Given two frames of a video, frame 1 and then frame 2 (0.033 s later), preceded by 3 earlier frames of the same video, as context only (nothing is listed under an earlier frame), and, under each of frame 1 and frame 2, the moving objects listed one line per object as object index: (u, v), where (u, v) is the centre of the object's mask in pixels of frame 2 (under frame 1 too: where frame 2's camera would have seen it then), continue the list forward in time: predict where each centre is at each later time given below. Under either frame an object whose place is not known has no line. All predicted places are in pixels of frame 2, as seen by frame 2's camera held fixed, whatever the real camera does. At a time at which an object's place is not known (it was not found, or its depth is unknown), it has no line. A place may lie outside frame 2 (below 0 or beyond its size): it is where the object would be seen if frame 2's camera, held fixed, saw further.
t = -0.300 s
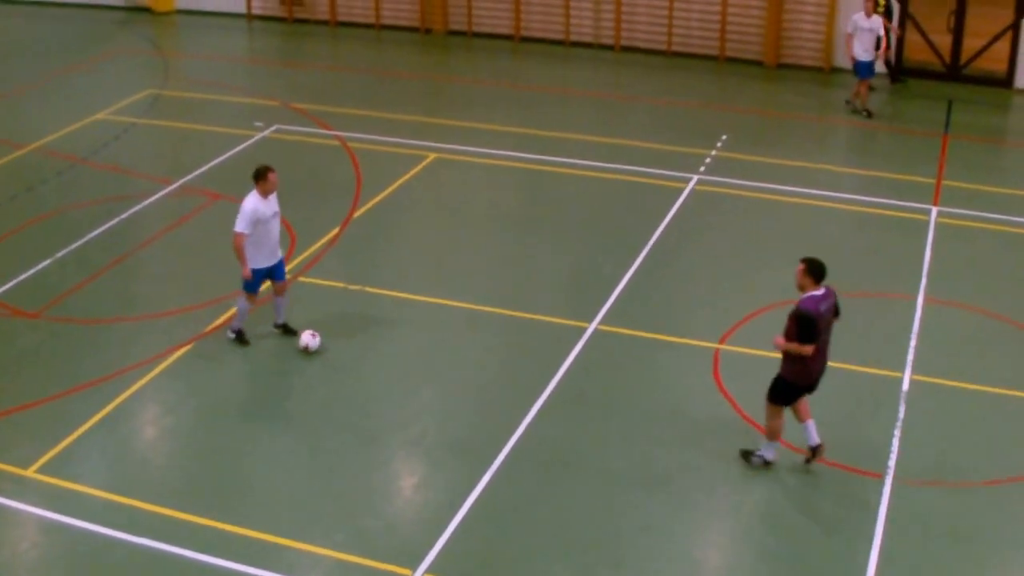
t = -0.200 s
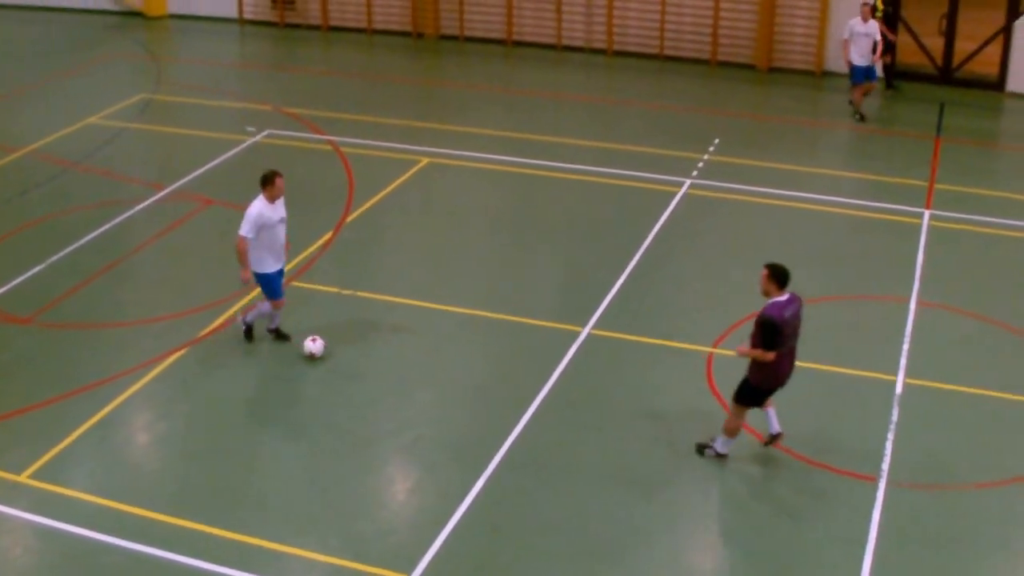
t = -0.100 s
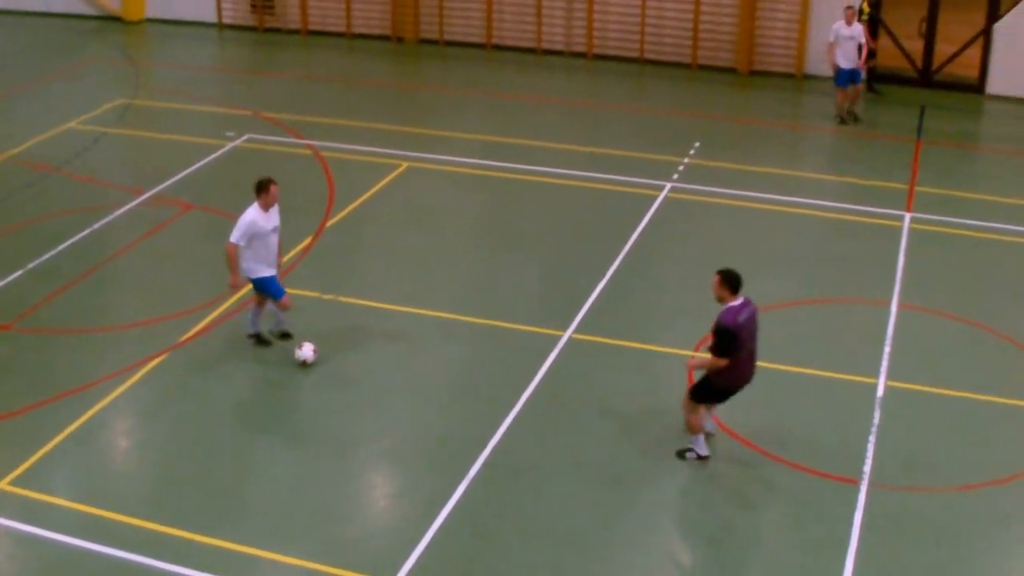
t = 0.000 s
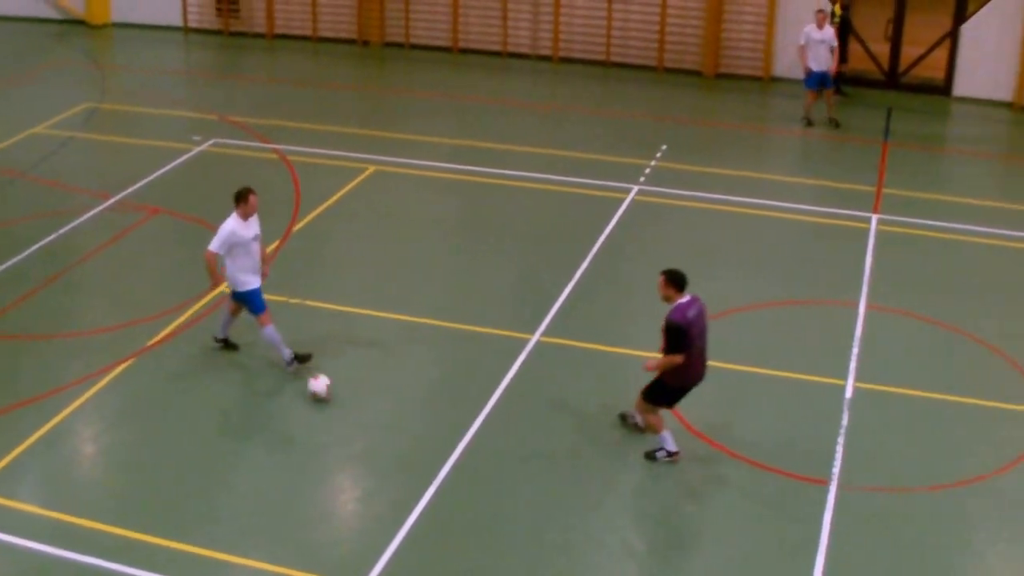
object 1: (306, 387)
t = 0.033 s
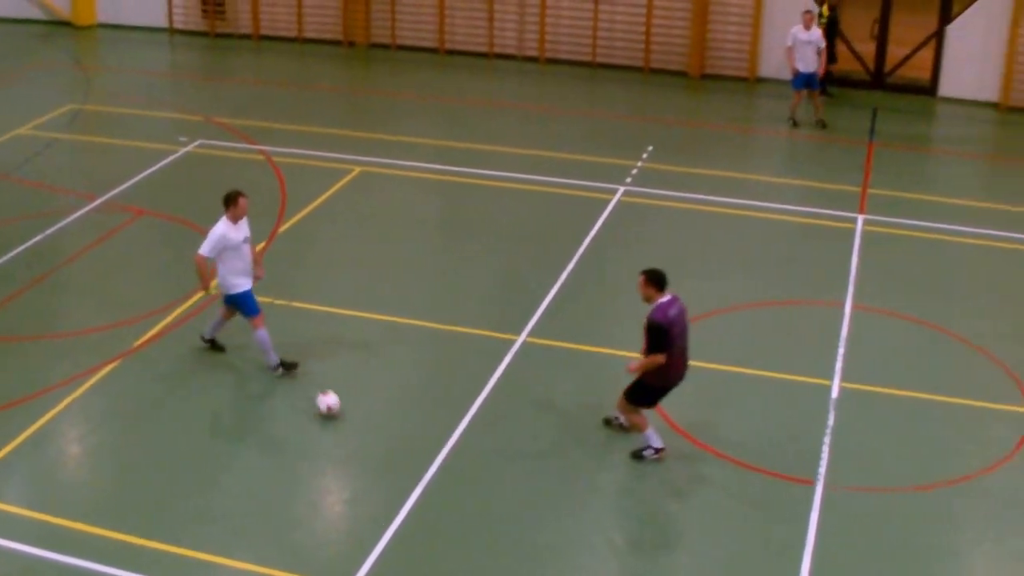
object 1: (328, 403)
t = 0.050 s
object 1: (339, 411)
